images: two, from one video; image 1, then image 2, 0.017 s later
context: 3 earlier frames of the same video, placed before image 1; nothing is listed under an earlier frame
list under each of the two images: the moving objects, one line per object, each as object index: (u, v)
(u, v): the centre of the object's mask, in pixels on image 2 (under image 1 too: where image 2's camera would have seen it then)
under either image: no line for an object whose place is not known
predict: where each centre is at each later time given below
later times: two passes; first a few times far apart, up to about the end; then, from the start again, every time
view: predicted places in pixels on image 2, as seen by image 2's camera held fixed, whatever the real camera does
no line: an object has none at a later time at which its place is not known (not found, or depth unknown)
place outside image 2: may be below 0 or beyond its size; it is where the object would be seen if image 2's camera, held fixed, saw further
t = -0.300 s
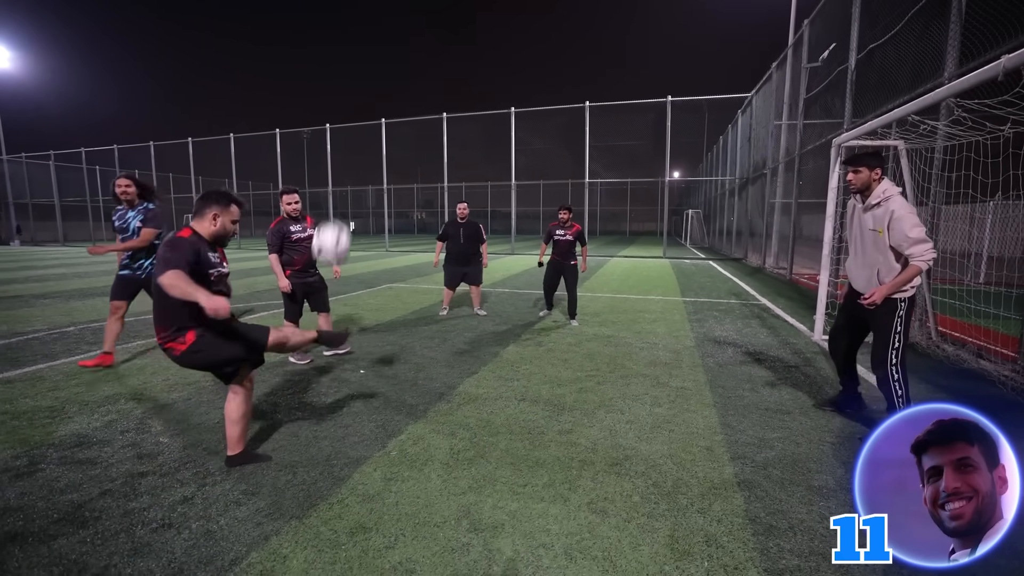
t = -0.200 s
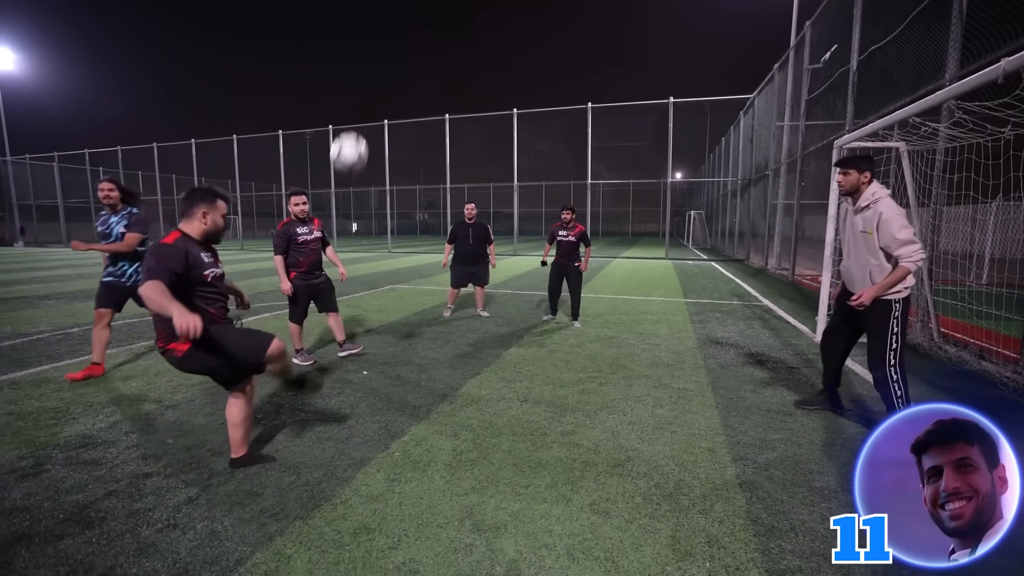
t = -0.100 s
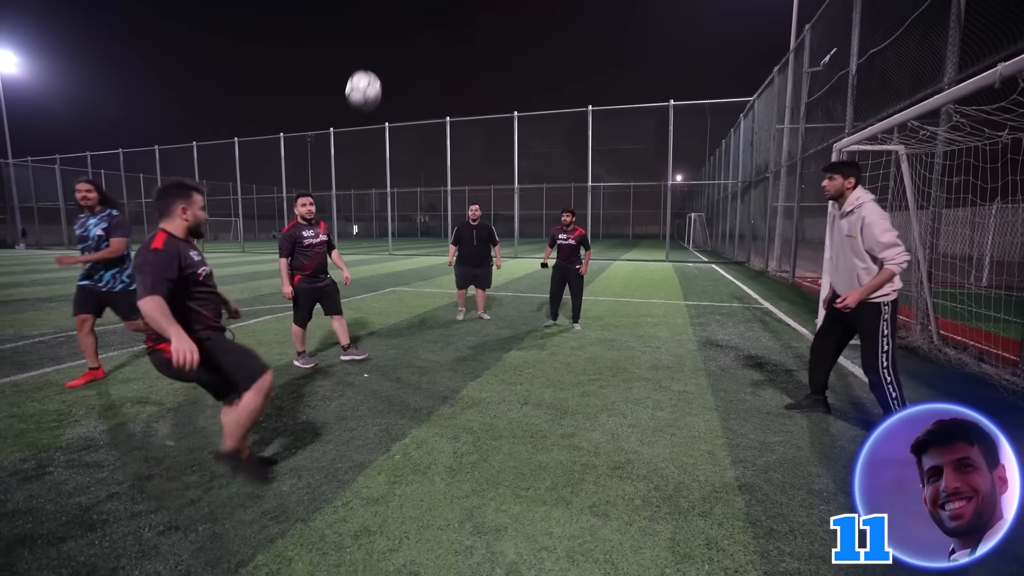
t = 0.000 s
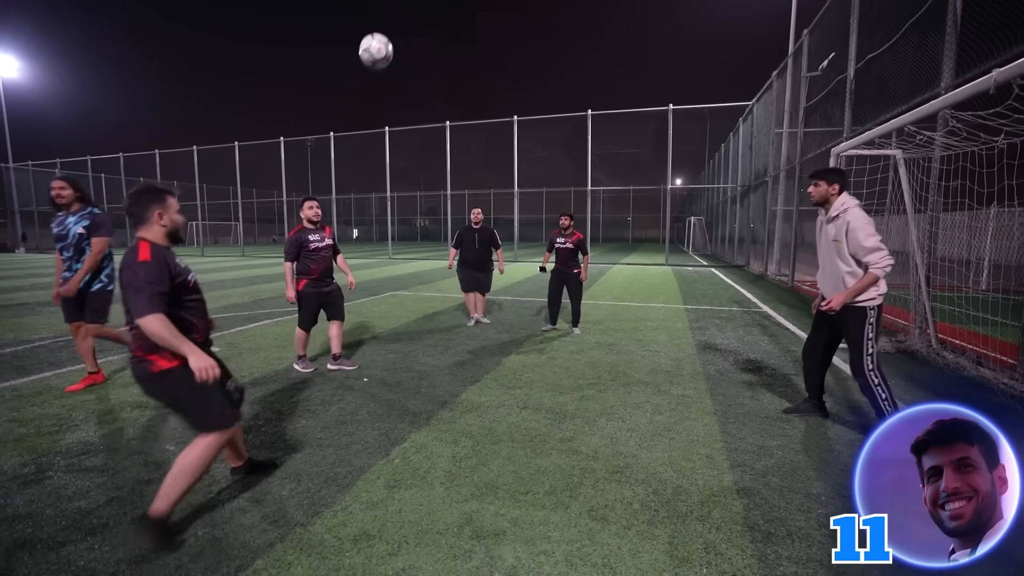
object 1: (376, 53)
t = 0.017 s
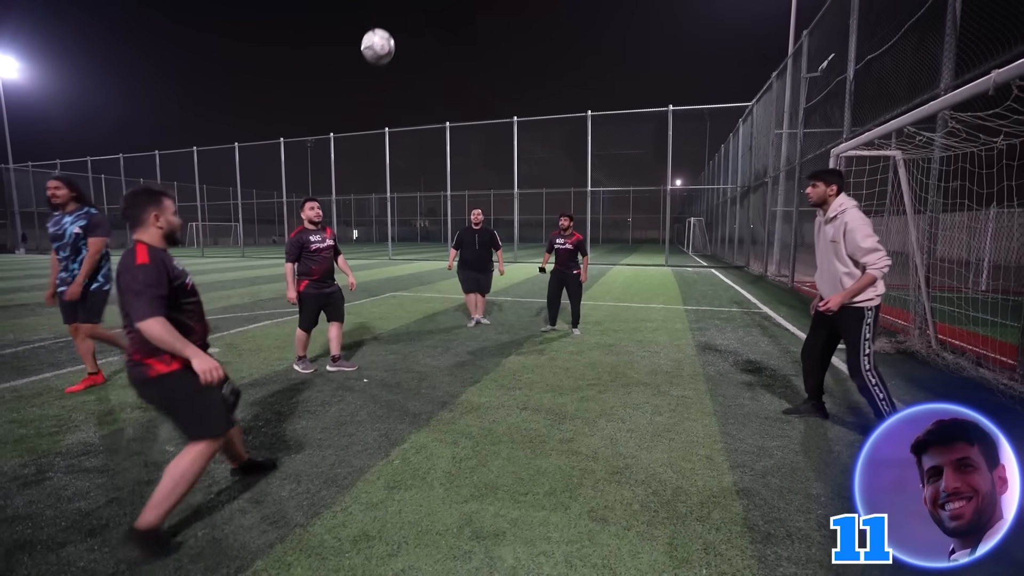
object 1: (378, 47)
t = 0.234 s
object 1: (400, 14)
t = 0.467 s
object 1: (417, 44)
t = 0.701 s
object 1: (430, 124)
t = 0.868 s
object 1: (437, 200)
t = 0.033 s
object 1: (380, 42)
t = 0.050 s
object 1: (381, 37)
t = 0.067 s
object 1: (383, 33)
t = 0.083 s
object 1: (385, 29)
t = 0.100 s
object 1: (387, 26)
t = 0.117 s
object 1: (388, 23)
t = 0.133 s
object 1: (390, 21)
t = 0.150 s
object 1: (392, 19)
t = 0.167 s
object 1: (394, 17)
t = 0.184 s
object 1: (395, 16)
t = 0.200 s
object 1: (397, 15)
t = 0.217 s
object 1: (398, 14)
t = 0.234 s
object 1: (400, 14)
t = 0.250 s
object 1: (401, 14)
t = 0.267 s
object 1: (403, 15)
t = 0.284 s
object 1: (404, 15)
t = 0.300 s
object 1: (405, 17)
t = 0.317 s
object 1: (407, 18)
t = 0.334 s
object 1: (408, 20)
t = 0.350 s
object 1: (409, 22)
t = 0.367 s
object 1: (411, 24)
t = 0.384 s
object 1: (412, 27)
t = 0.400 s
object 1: (413, 30)
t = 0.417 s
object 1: (414, 33)
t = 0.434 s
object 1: (415, 37)
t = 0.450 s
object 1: (416, 40)
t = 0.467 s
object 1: (417, 44)
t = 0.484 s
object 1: (419, 49)
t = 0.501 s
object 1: (420, 53)
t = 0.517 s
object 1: (421, 58)
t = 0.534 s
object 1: (422, 63)
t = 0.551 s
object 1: (423, 68)
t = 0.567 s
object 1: (424, 74)
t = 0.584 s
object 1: (424, 79)
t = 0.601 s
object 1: (425, 85)
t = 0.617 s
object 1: (426, 91)
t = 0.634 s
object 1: (427, 97)
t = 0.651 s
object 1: (428, 104)
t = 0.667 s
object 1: (428, 111)
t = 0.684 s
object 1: (429, 116)
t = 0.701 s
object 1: (430, 124)
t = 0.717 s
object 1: (431, 132)
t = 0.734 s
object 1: (431, 139)
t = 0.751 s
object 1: (432, 146)
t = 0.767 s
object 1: (432, 153)
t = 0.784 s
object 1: (433, 161)
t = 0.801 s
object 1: (433, 169)
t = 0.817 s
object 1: (434, 176)
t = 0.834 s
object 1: (435, 184)
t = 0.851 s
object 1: (436, 192)
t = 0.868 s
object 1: (437, 200)
